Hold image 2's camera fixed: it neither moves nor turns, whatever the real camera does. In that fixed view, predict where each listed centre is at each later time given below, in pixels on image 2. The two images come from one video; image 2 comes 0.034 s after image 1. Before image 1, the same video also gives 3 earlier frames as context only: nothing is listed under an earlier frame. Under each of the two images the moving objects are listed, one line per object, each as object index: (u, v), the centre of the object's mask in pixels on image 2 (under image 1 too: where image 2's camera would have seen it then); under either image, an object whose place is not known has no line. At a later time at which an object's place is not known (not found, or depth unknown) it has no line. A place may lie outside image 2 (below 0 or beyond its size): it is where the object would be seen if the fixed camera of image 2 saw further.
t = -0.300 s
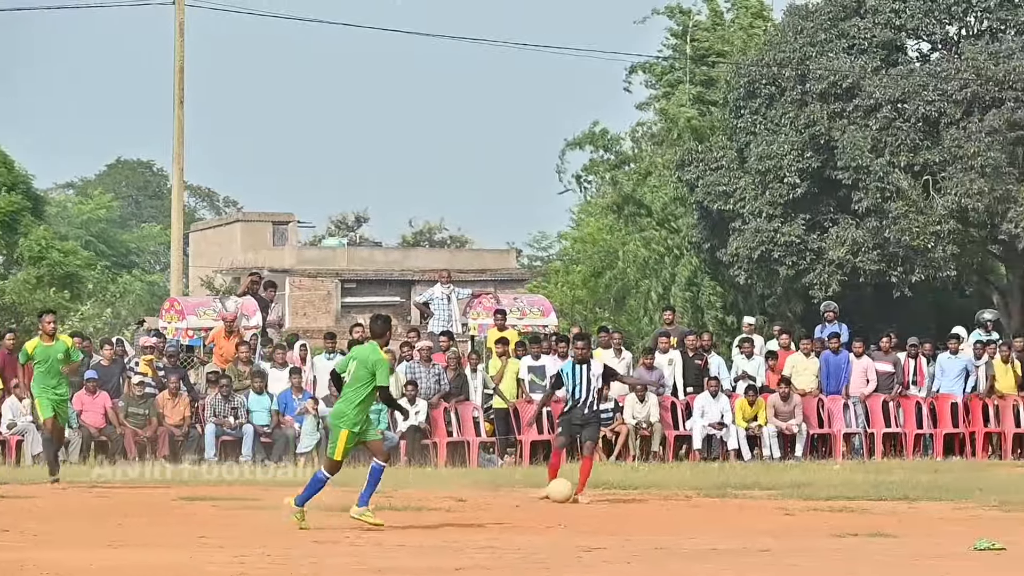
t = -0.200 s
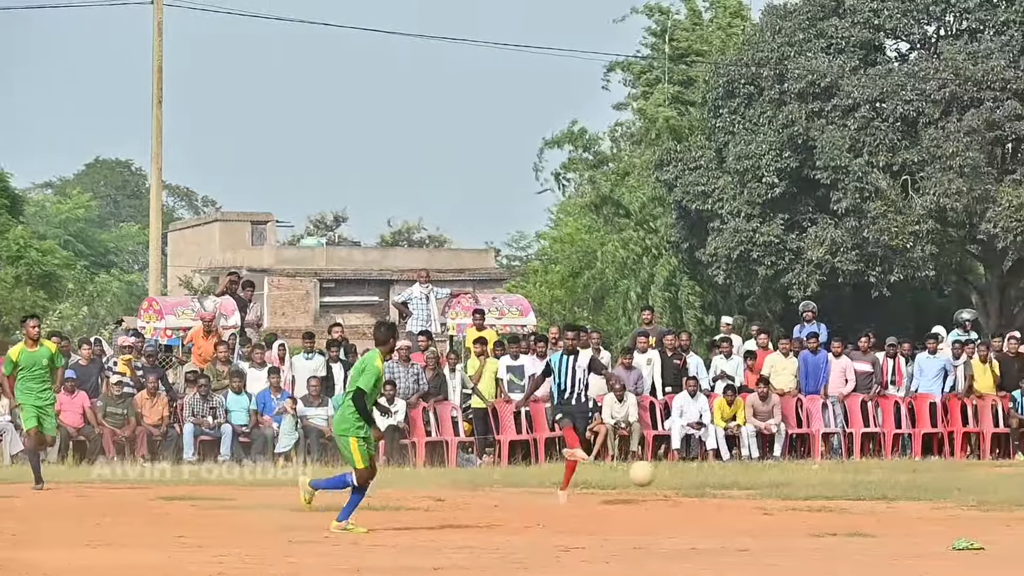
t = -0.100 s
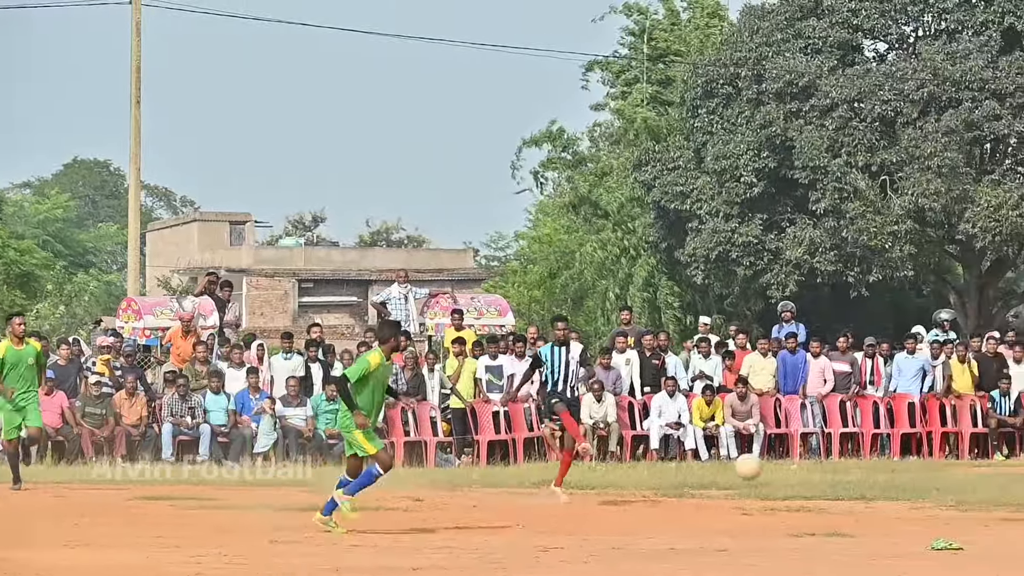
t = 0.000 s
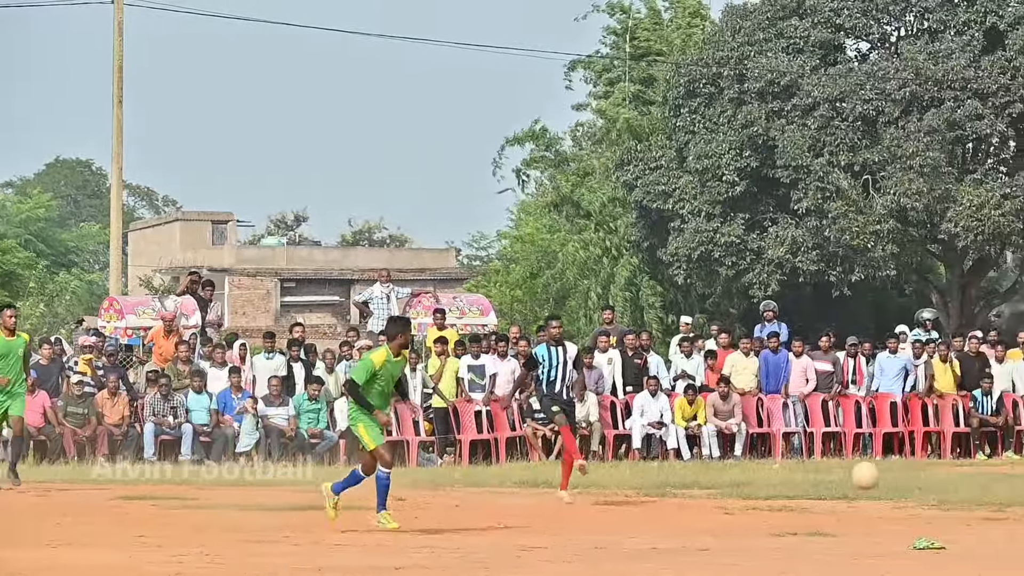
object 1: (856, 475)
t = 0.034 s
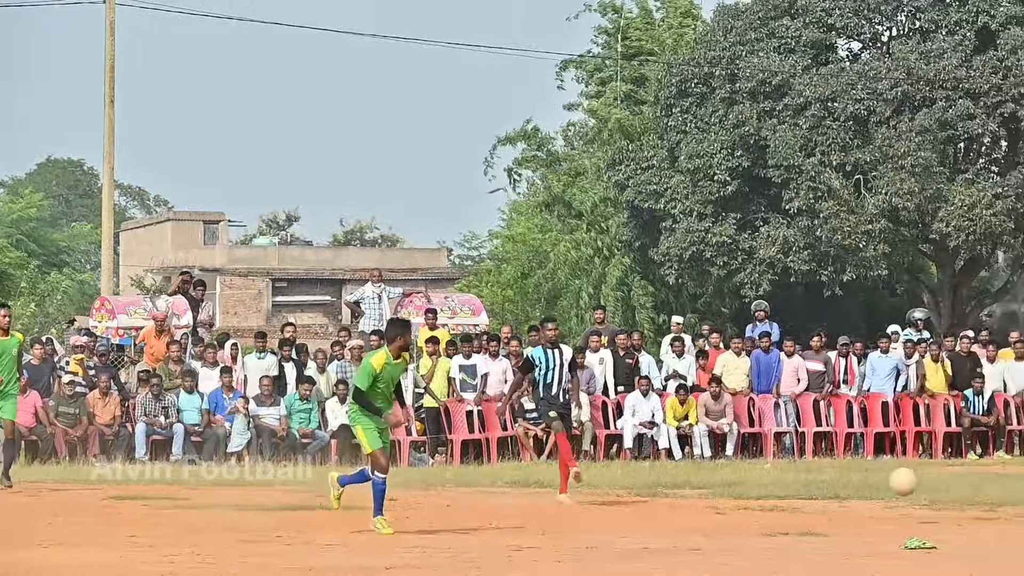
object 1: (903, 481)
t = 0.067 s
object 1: (951, 490)
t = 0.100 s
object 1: (1000, 500)
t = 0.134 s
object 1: (1052, 512)
